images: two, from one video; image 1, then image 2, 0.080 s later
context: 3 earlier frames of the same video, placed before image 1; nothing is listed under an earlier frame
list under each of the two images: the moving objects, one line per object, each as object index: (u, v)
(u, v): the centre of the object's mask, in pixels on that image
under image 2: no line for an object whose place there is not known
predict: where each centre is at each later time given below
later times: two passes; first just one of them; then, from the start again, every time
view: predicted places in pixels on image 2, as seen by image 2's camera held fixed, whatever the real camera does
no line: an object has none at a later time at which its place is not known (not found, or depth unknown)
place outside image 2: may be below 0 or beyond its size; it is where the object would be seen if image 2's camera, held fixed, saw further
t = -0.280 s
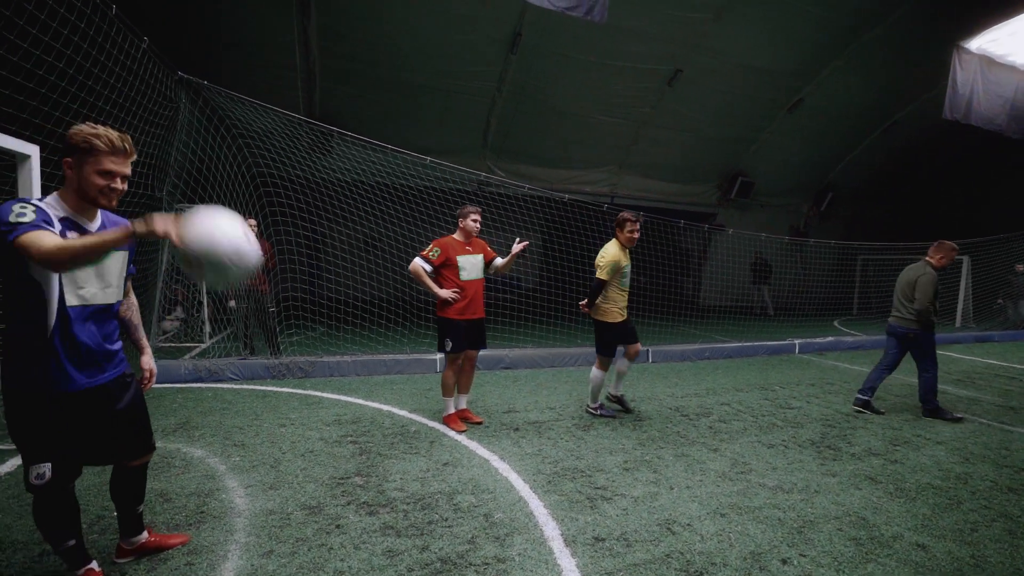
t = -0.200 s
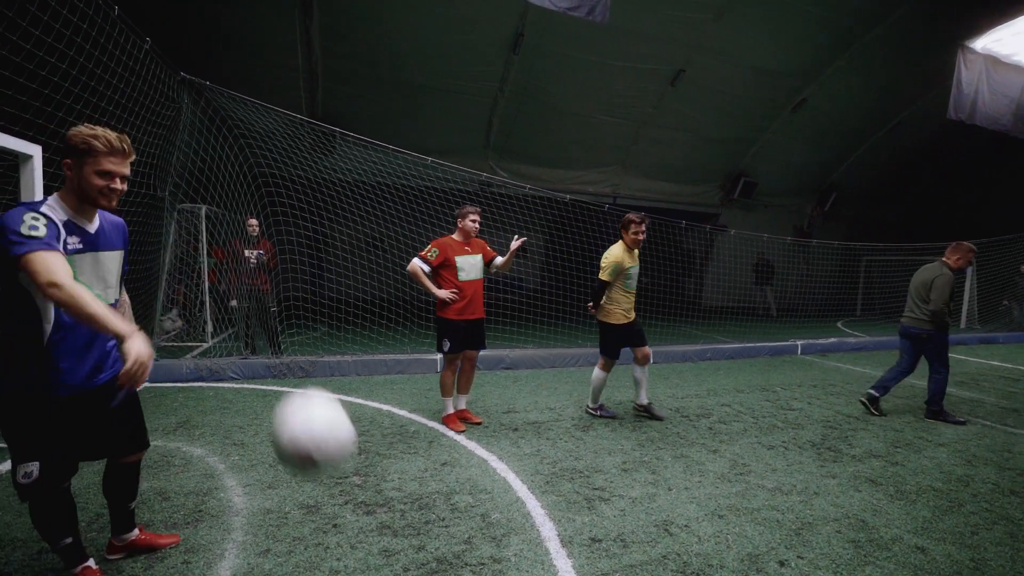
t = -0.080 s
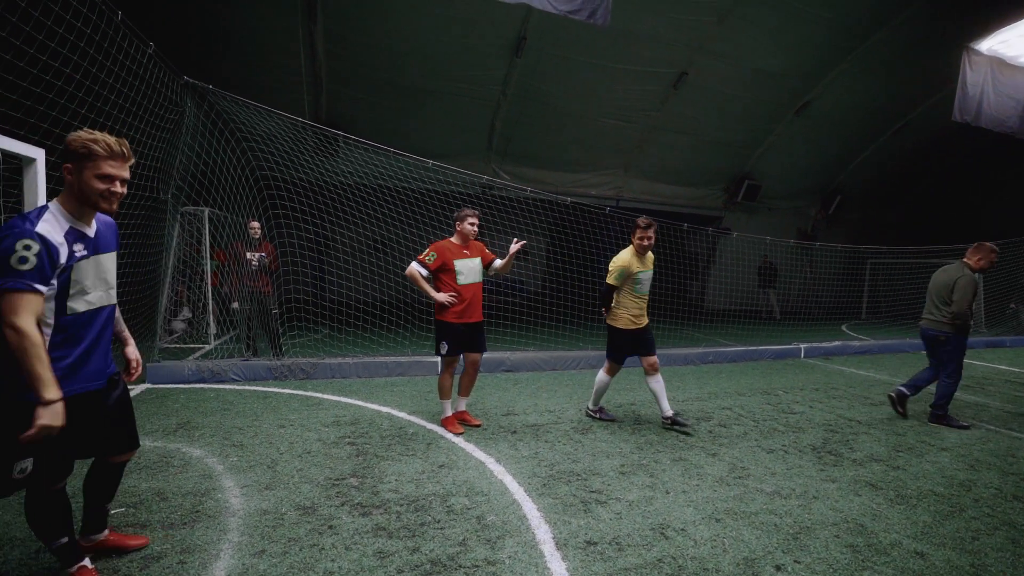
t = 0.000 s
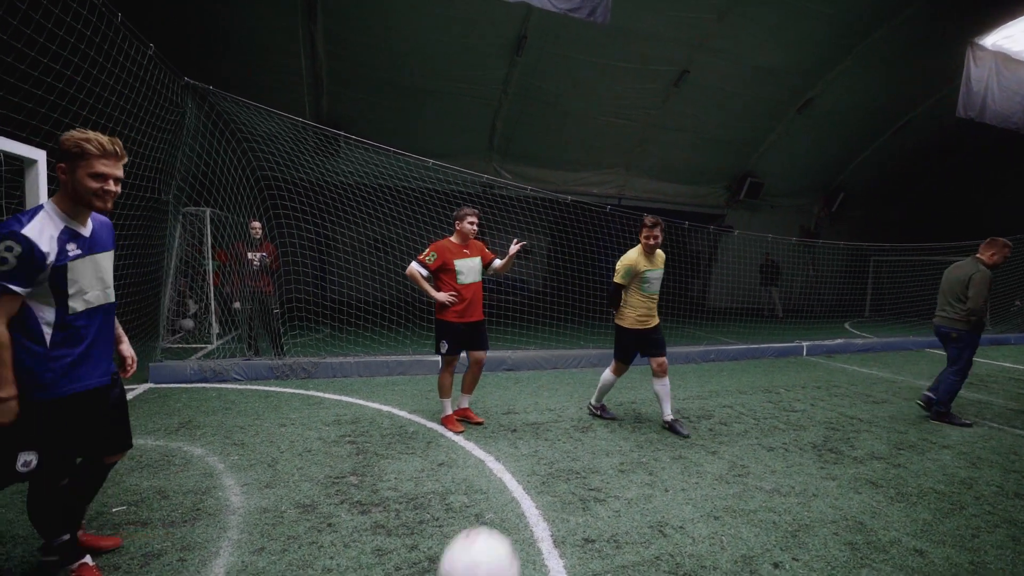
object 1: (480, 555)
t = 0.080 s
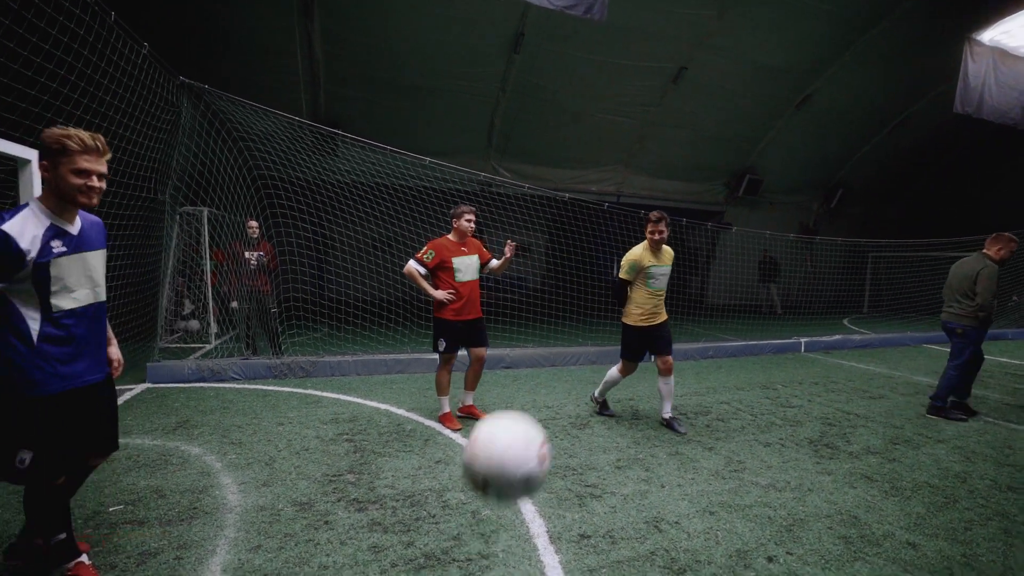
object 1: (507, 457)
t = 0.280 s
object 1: (605, 225)
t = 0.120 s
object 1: (526, 401)
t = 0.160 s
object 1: (542, 351)
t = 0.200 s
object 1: (561, 303)
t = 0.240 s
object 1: (584, 262)
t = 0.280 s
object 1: (605, 225)
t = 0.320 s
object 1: (623, 193)
